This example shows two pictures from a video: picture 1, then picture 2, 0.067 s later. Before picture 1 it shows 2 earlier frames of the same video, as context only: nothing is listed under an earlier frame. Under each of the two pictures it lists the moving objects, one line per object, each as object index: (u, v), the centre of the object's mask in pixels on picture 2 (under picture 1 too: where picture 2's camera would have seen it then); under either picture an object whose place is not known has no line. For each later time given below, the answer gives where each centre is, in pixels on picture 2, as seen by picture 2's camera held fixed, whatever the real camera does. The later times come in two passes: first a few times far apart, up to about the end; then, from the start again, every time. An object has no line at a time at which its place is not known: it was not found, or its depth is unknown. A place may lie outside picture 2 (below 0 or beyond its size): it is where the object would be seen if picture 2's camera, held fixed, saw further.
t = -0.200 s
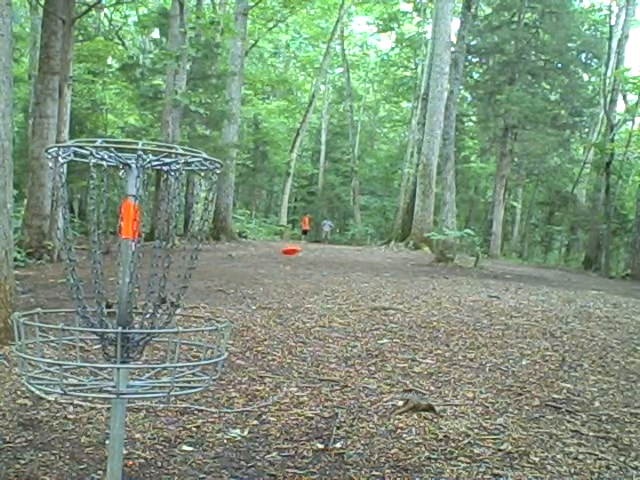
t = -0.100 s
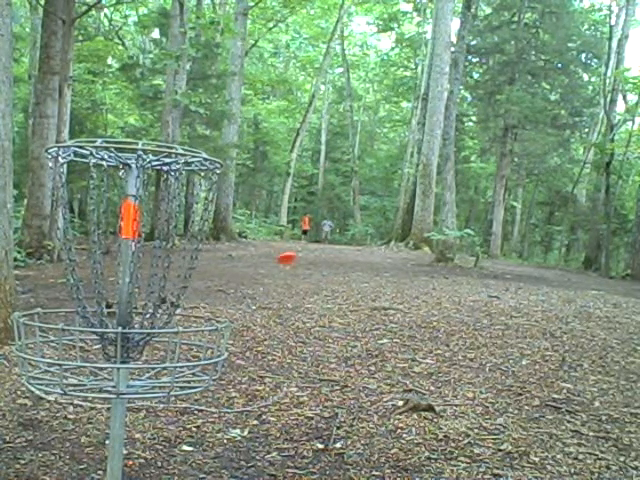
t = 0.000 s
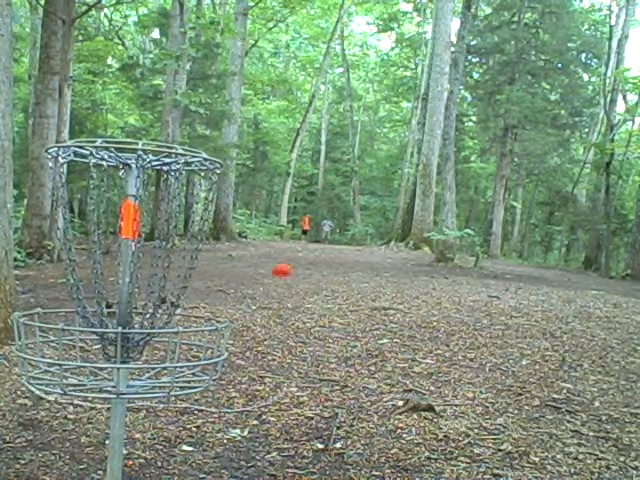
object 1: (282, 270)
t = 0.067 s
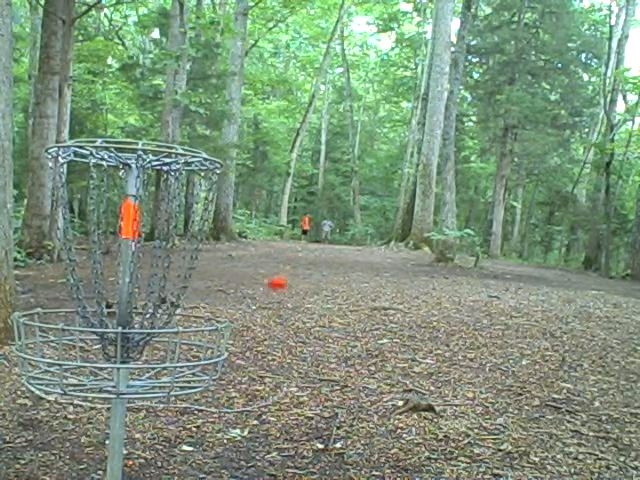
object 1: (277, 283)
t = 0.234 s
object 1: (268, 304)
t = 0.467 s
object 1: (270, 323)
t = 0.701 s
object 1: (281, 335)
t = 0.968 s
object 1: (281, 353)
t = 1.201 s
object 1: (279, 363)
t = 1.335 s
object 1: (275, 367)
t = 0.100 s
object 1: (274, 290)
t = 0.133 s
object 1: (271, 300)
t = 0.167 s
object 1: (269, 305)
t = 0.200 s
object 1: (268, 305)
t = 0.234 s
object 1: (268, 304)
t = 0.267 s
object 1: (267, 304)
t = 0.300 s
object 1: (267, 306)
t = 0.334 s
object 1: (268, 308)
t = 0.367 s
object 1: (267, 311)
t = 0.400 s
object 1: (268, 316)
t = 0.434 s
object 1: (269, 320)
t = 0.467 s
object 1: (270, 323)
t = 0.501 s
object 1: (272, 324)
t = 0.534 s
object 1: (274, 327)
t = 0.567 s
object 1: (276, 329)
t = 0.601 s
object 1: (277, 332)
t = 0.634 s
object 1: (278, 333)
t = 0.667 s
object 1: (279, 334)
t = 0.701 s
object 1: (281, 335)
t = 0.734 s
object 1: (280, 338)
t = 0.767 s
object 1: (283, 343)
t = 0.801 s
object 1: (283, 345)
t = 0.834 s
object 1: (284, 346)
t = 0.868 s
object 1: (283, 346)
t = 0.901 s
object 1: (283, 348)
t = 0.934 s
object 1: (281, 351)
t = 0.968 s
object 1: (281, 353)
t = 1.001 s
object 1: (280, 354)
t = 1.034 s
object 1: (280, 355)
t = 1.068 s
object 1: (281, 356)
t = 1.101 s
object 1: (281, 358)
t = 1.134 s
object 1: (280, 359)
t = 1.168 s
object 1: (280, 362)
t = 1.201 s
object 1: (279, 363)
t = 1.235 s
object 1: (279, 363)
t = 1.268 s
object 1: (277, 364)
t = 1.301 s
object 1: (276, 365)
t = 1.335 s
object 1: (275, 367)
